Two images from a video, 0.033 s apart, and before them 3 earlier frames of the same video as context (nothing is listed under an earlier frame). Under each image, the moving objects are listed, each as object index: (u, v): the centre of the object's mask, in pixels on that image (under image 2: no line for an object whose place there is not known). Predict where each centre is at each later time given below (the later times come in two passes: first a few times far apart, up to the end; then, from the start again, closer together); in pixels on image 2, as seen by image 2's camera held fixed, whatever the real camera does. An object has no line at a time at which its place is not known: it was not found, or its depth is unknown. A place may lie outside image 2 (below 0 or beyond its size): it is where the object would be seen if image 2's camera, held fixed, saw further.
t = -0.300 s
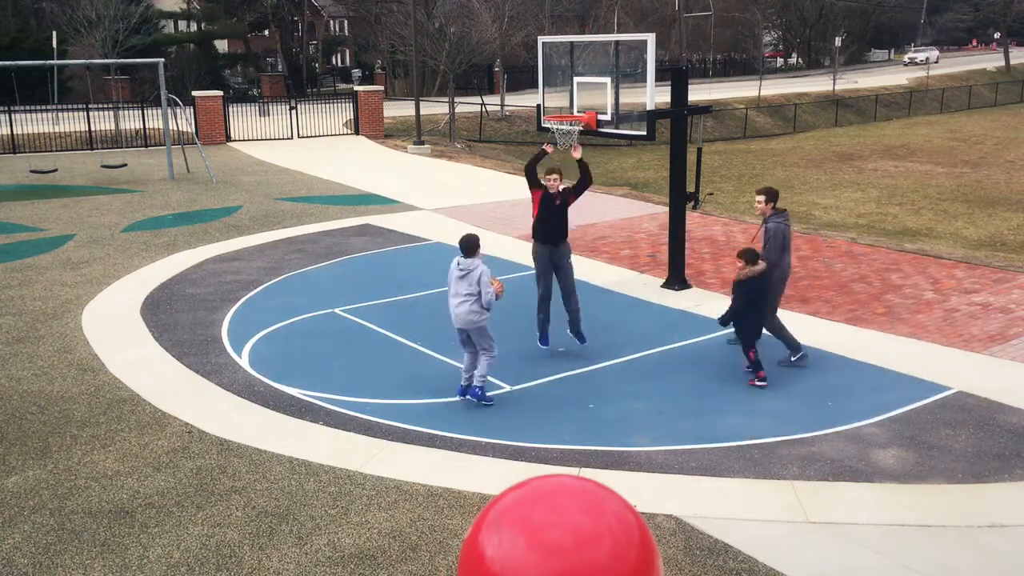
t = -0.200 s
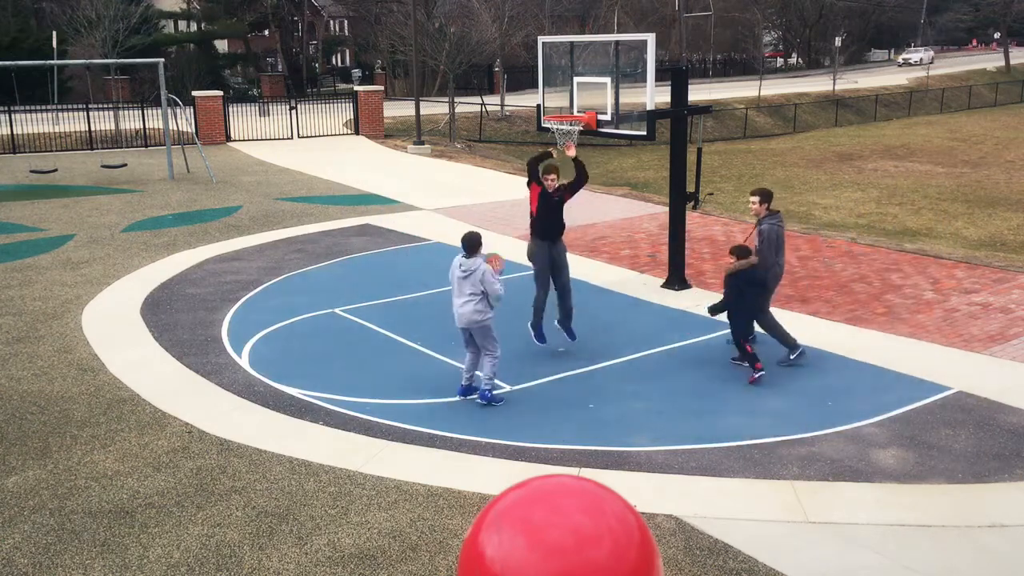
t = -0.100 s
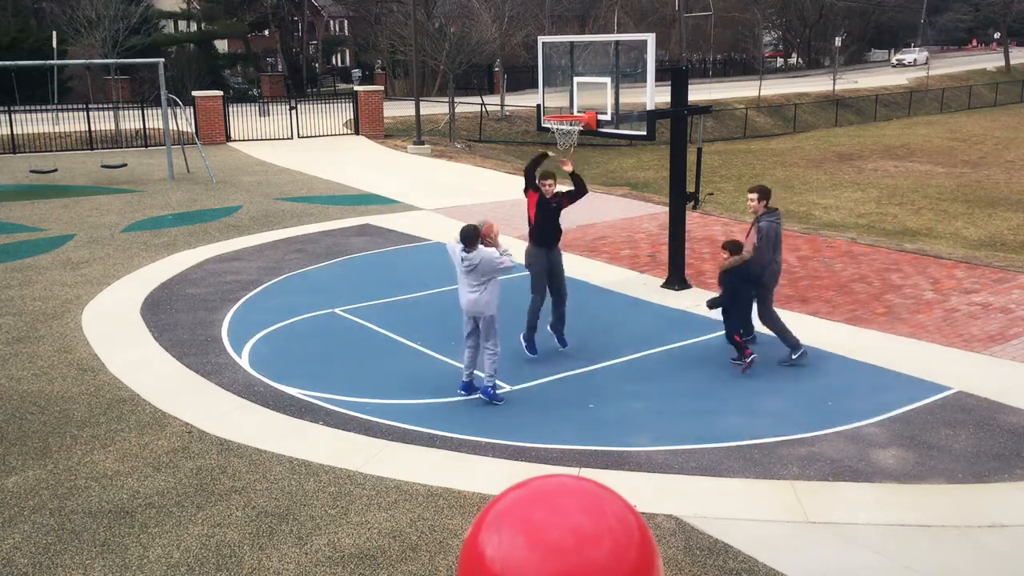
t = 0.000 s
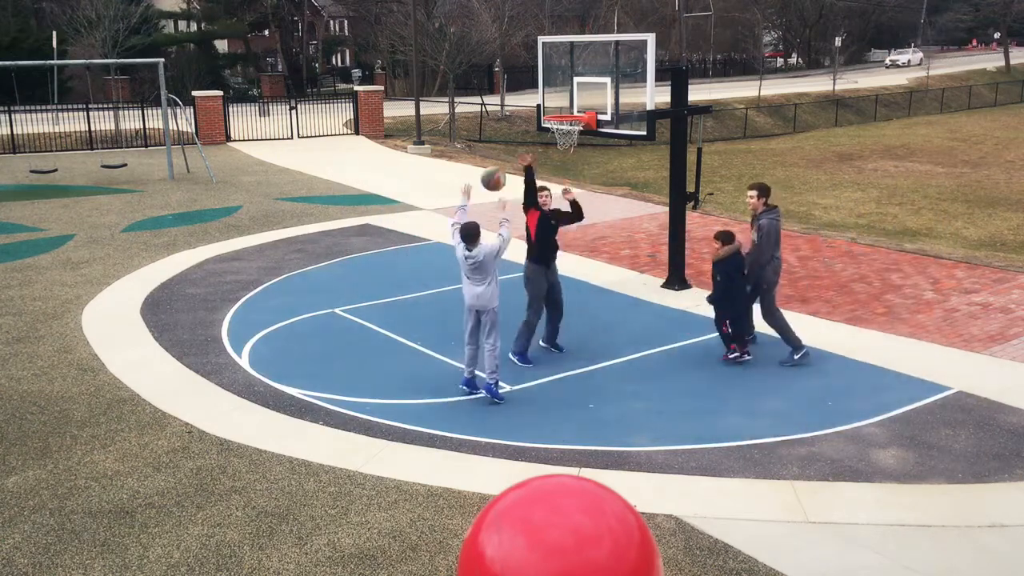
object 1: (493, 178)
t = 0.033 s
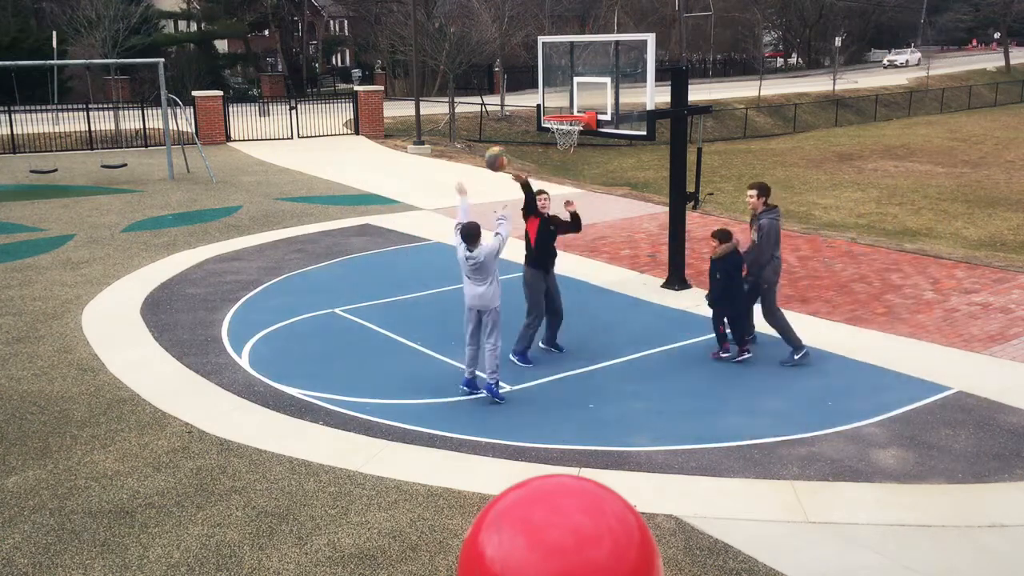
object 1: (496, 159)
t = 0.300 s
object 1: (525, 53)
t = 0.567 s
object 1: (552, 31)
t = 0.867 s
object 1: (578, 89)
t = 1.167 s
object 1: (539, 69)
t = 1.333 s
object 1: (510, 71)
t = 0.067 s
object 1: (499, 141)
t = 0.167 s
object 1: (511, 95)
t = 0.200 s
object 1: (515, 82)
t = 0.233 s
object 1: (518, 70)
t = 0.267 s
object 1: (522, 61)
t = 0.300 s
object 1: (525, 53)
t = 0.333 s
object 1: (528, 46)
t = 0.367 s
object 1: (532, 40)
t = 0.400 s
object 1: (536, 35)
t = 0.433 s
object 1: (539, 32)
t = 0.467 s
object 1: (542, 30)
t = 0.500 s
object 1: (546, 29)
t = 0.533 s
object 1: (549, 29)
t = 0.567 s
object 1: (552, 31)
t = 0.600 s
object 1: (555, 33)
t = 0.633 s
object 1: (558, 37)
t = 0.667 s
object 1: (560, 42)
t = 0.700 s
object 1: (564, 48)
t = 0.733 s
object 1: (567, 54)
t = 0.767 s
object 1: (570, 62)
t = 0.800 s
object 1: (572, 69)
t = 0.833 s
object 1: (575, 79)
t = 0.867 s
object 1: (578, 89)
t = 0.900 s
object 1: (581, 100)
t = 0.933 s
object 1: (581, 107)
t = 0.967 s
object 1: (575, 99)
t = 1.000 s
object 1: (569, 91)
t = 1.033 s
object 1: (562, 85)
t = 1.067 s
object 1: (557, 79)
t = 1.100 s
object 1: (551, 75)
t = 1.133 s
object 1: (545, 71)
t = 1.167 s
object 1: (539, 69)
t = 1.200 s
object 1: (533, 67)
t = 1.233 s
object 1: (527, 67)
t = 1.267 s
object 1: (521, 67)
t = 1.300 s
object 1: (515, 69)
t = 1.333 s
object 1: (510, 71)
